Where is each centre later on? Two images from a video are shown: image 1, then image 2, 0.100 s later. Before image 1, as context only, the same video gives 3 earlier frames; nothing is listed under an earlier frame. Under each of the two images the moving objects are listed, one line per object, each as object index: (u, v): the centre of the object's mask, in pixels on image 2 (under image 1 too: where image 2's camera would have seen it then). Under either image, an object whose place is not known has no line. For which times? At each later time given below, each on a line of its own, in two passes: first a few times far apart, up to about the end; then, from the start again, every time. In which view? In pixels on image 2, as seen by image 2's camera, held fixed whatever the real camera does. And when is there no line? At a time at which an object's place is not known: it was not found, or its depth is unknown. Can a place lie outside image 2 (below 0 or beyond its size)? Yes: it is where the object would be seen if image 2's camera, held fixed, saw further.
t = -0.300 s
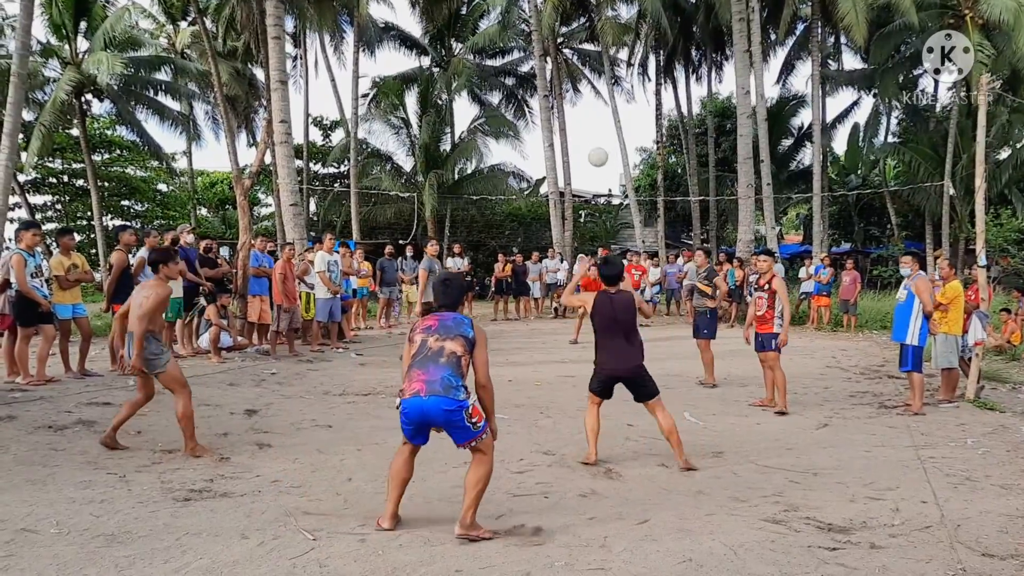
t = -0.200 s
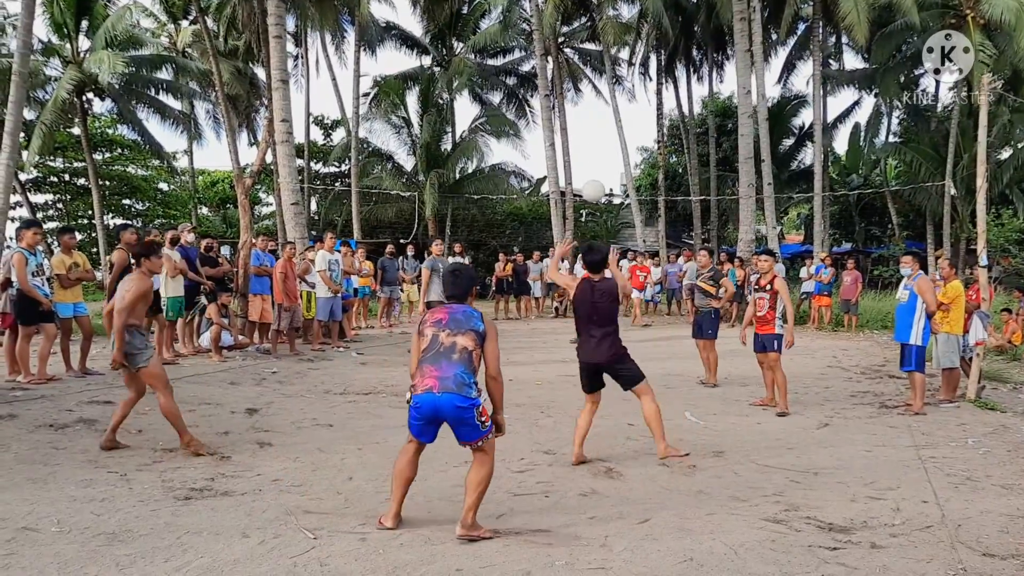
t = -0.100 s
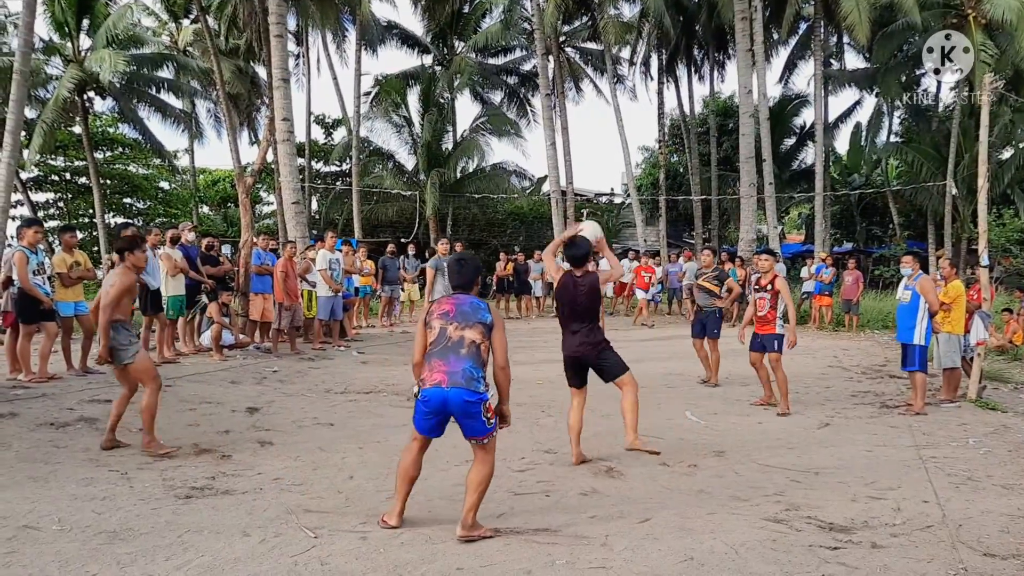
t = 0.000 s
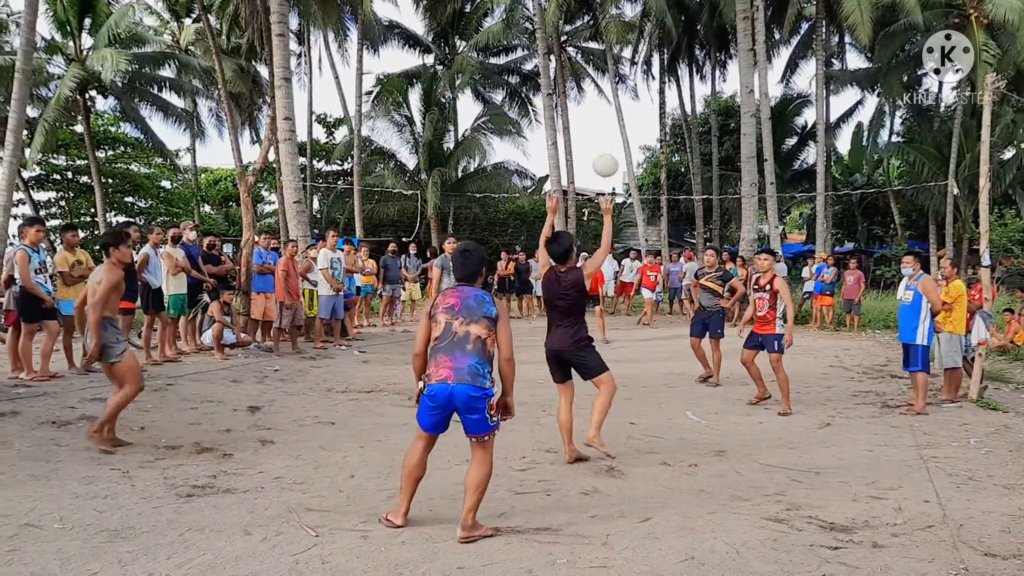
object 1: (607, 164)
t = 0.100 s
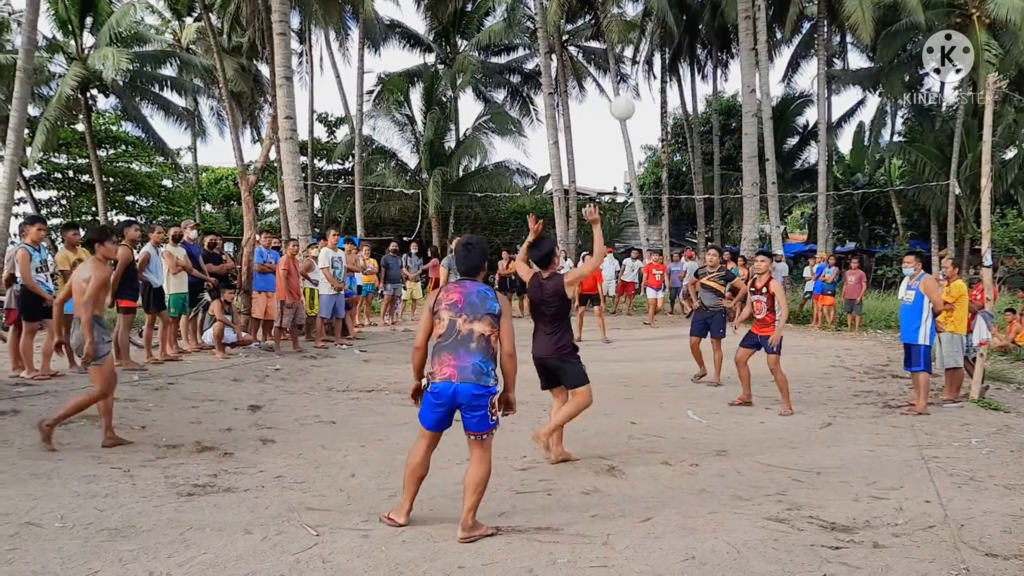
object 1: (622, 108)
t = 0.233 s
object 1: (641, 56)
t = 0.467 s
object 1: (670, 23)
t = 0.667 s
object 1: (691, 46)
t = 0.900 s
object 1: (712, 123)
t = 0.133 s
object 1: (627, 92)
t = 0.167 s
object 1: (632, 80)
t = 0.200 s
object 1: (637, 67)
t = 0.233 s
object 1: (641, 56)
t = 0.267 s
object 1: (646, 47)
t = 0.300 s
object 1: (650, 40)
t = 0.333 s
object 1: (654, 34)
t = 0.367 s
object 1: (658, 29)
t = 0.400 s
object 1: (662, 26)
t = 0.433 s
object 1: (666, 24)
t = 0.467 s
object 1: (670, 23)
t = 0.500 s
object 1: (674, 24)
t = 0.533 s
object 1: (677, 26)
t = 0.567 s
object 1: (681, 29)
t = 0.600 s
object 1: (684, 33)
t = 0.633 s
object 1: (688, 39)
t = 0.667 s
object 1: (691, 46)
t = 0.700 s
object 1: (694, 53)
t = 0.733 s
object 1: (697, 62)
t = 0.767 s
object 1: (701, 72)
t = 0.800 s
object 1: (703, 84)
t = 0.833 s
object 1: (707, 95)
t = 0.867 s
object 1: (710, 109)
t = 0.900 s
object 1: (712, 123)
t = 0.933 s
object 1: (715, 137)
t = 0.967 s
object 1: (718, 153)
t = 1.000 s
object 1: (721, 170)
